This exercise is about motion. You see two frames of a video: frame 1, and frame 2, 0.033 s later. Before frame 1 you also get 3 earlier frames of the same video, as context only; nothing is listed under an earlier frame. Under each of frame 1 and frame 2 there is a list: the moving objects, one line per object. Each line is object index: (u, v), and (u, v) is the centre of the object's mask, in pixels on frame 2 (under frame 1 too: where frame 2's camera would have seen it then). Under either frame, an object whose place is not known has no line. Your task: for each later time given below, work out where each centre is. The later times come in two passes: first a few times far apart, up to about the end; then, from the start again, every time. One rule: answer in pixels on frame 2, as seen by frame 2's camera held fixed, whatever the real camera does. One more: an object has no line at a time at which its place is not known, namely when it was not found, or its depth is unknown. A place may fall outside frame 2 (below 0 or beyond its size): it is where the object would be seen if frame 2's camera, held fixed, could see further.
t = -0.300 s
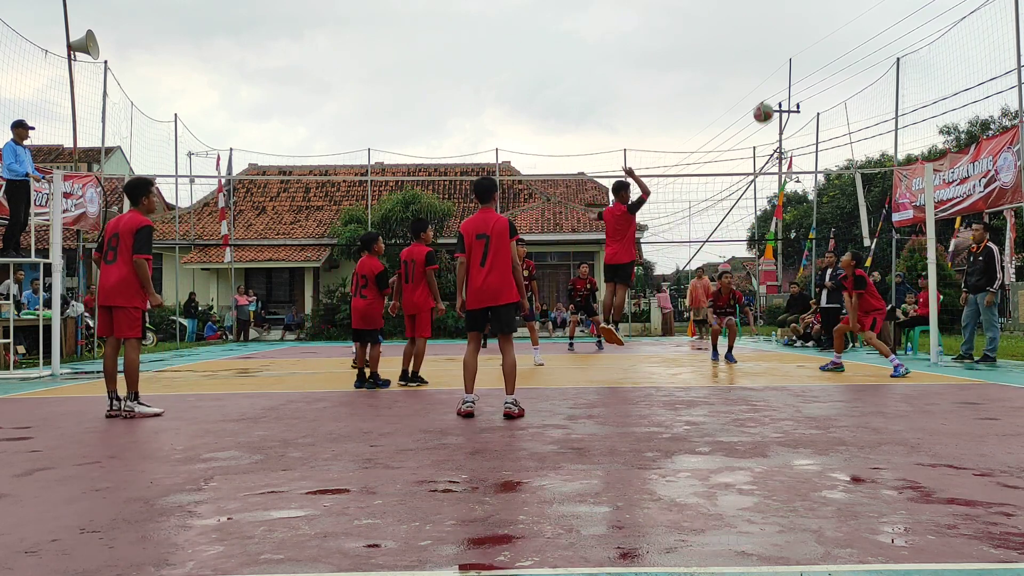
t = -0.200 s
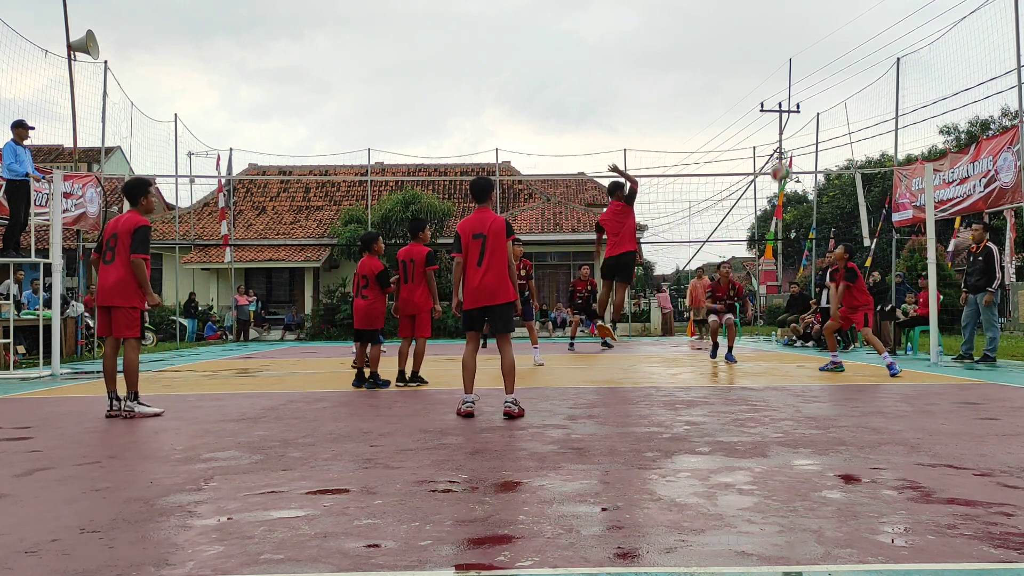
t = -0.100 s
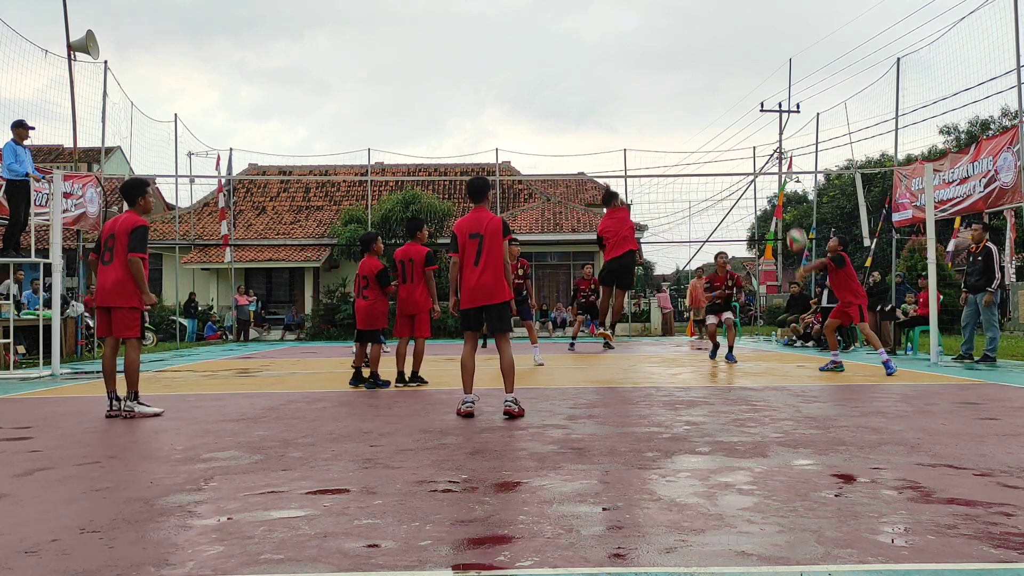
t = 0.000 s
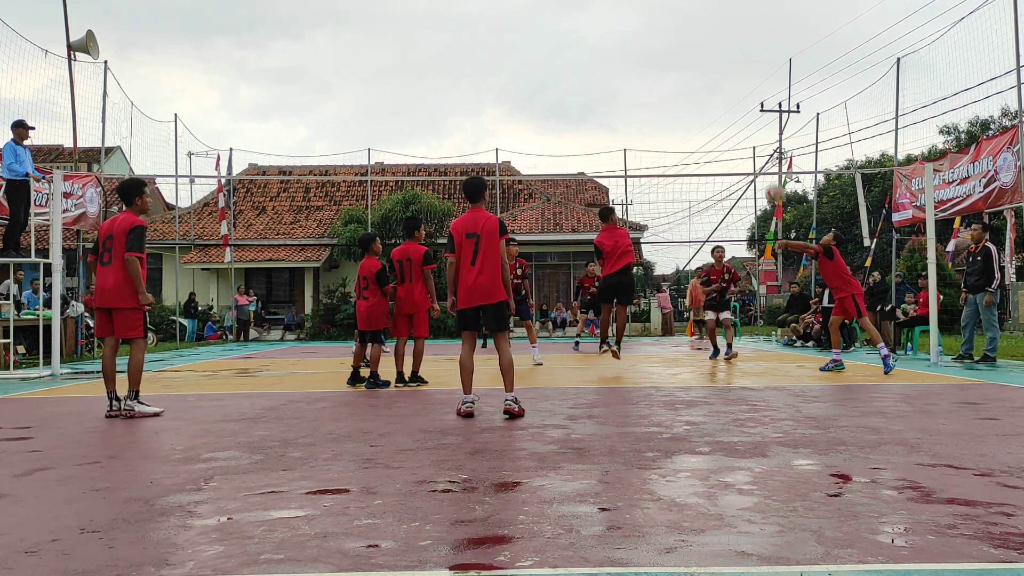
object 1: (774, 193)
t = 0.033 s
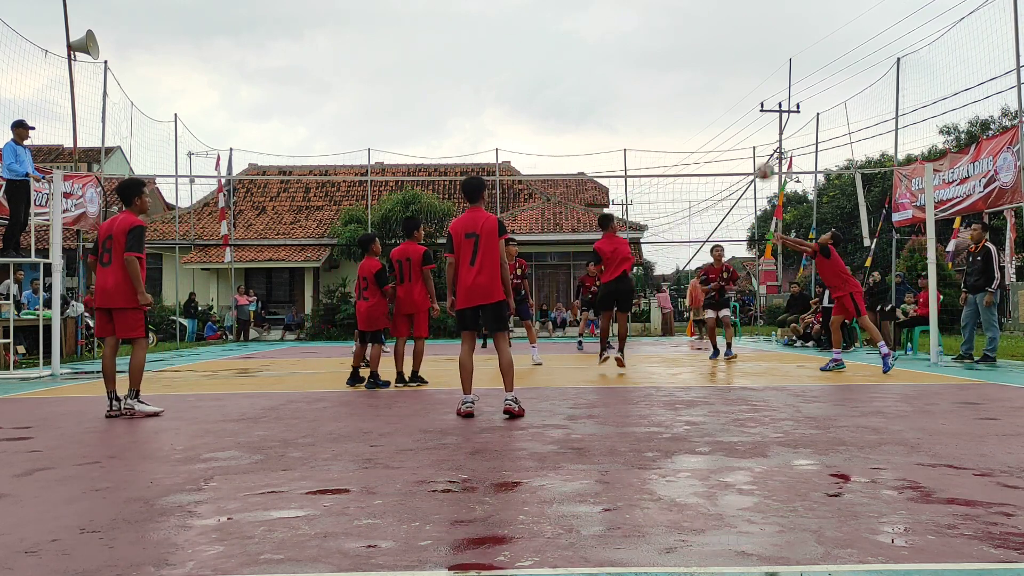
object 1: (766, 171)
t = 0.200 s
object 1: (721, 85)
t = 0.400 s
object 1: (677, 24)
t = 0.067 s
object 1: (755, 151)
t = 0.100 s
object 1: (746, 132)
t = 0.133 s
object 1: (737, 115)
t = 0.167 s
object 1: (729, 99)
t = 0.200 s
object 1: (721, 85)
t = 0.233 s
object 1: (713, 72)
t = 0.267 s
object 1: (705, 60)
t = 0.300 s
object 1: (698, 49)
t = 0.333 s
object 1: (691, 40)
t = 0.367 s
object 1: (684, 31)
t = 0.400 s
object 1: (677, 24)
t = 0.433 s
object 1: (671, 18)
